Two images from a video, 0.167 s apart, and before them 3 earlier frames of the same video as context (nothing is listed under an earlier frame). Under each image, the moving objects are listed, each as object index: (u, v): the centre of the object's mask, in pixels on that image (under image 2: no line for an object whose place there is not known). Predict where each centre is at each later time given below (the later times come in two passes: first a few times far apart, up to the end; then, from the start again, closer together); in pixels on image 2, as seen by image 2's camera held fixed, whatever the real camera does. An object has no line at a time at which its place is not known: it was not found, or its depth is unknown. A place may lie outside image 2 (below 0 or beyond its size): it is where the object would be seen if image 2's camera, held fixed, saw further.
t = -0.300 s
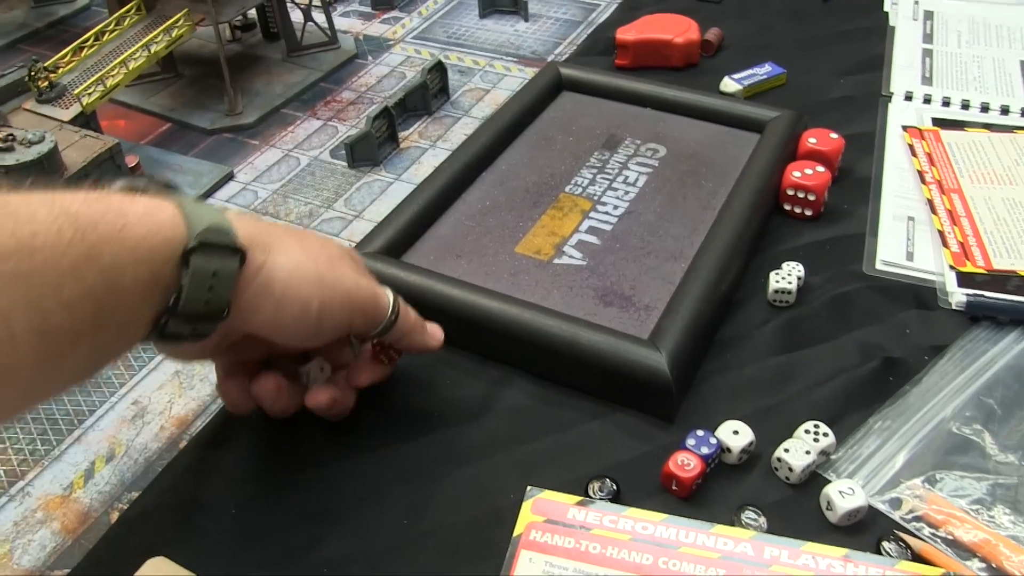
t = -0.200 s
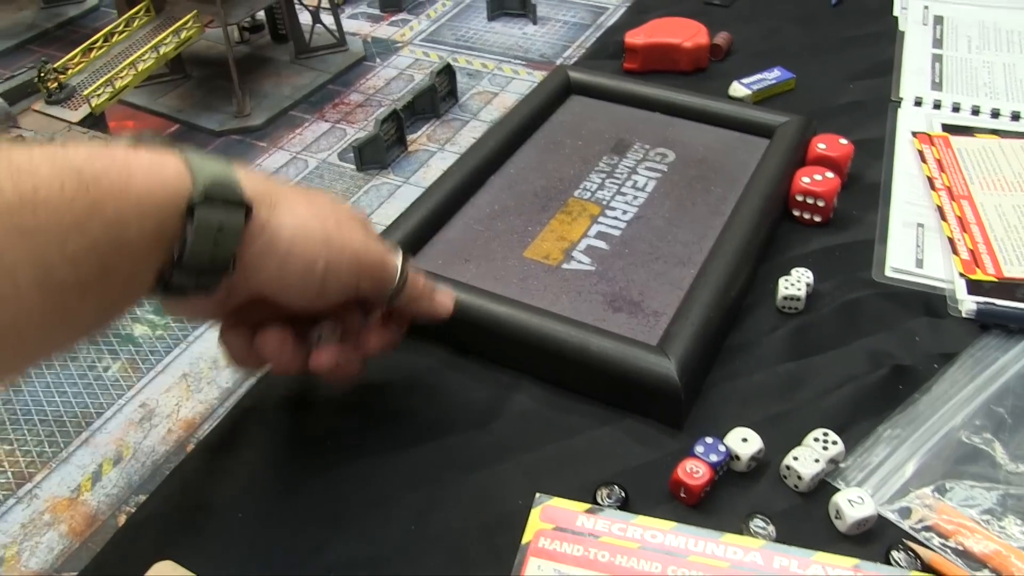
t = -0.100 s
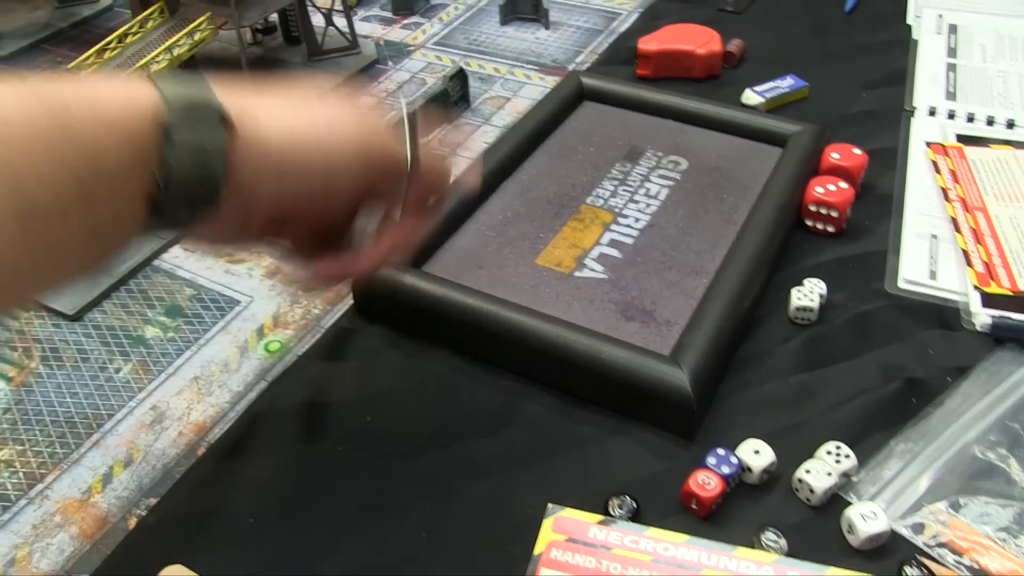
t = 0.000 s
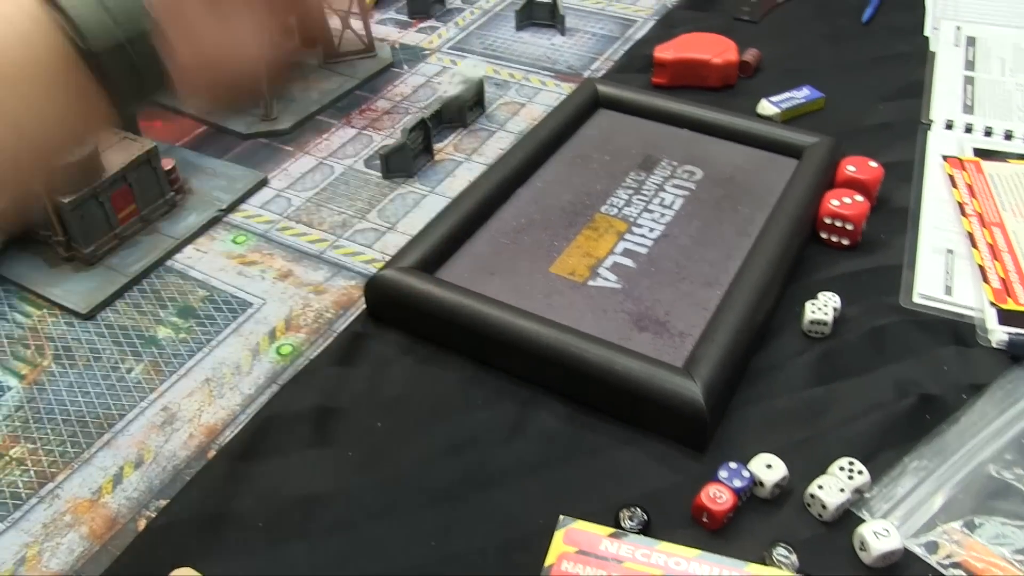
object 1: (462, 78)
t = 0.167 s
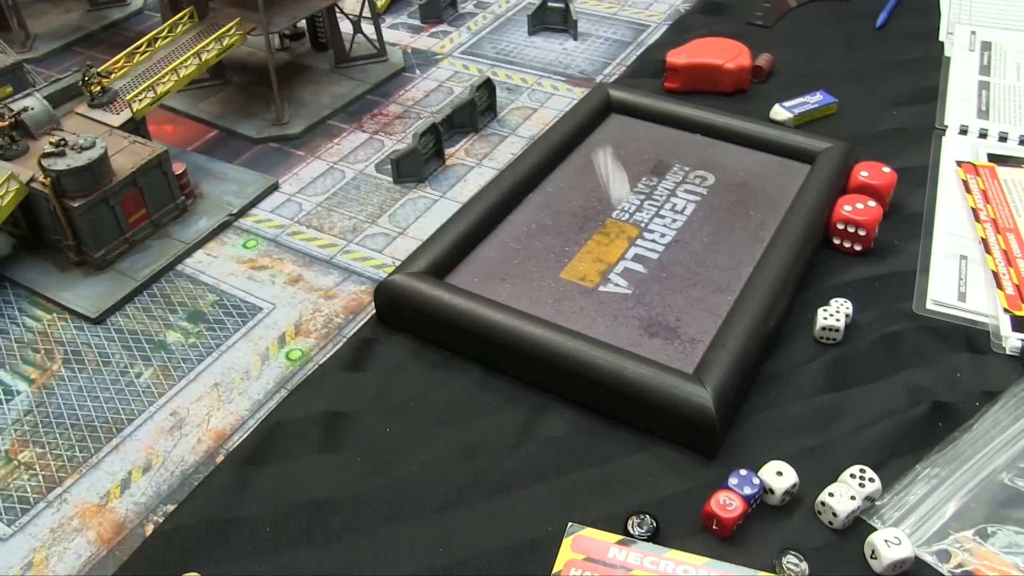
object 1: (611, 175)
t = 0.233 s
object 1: (642, 197)
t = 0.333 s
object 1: (664, 180)
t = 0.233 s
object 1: (642, 197)
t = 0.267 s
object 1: (650, 192)
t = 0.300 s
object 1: (659, 190)
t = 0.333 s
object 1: (664, 180)
